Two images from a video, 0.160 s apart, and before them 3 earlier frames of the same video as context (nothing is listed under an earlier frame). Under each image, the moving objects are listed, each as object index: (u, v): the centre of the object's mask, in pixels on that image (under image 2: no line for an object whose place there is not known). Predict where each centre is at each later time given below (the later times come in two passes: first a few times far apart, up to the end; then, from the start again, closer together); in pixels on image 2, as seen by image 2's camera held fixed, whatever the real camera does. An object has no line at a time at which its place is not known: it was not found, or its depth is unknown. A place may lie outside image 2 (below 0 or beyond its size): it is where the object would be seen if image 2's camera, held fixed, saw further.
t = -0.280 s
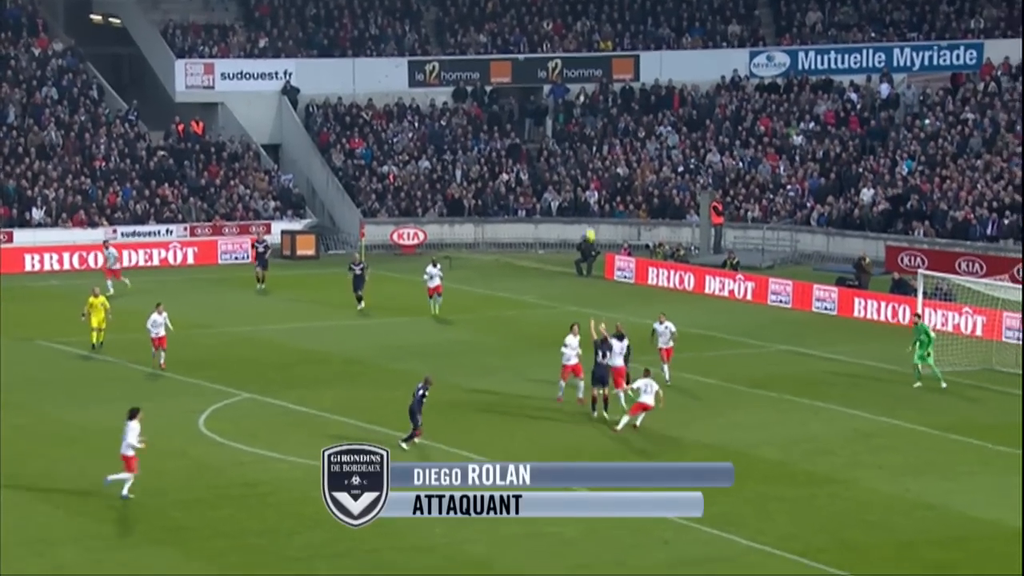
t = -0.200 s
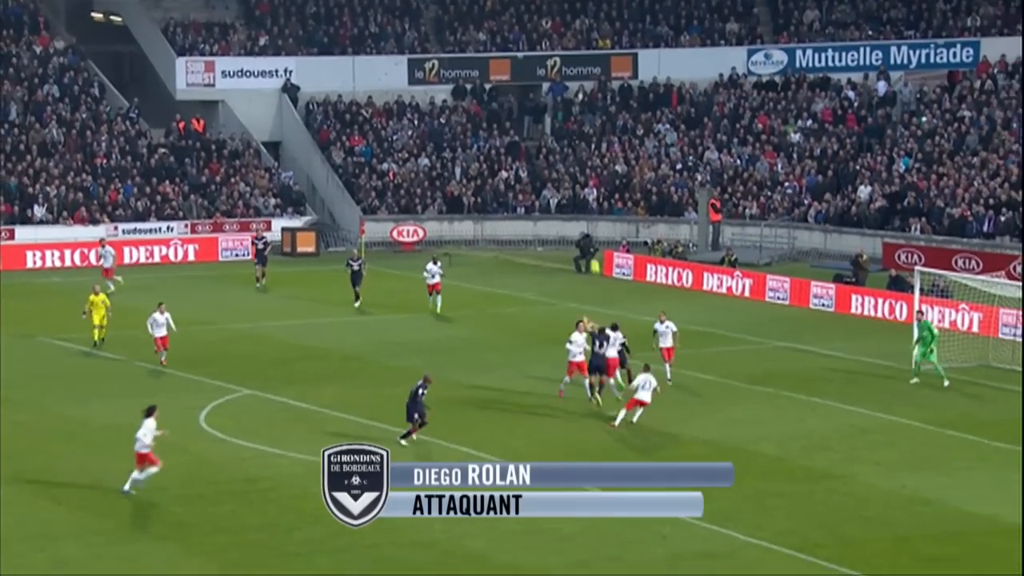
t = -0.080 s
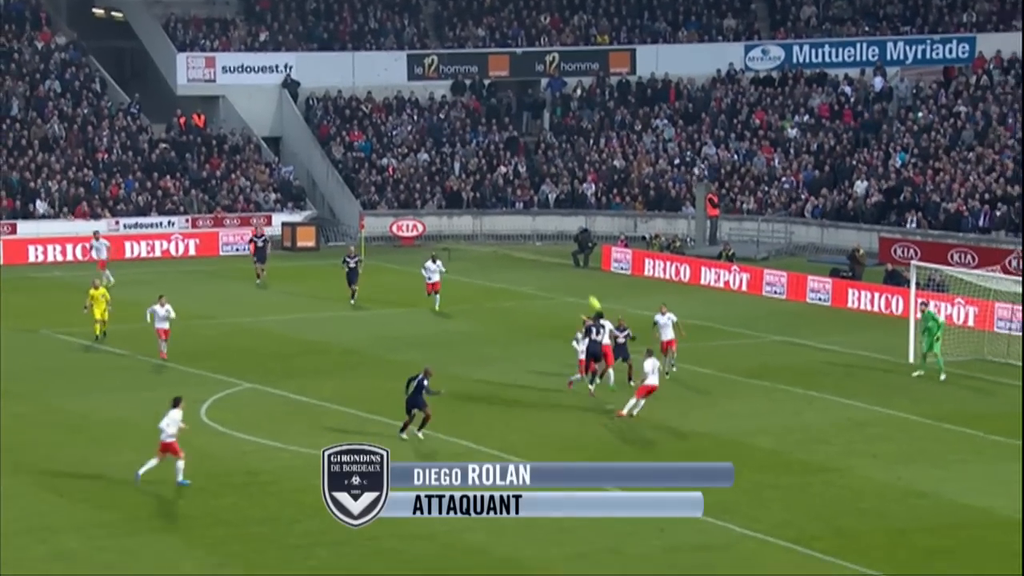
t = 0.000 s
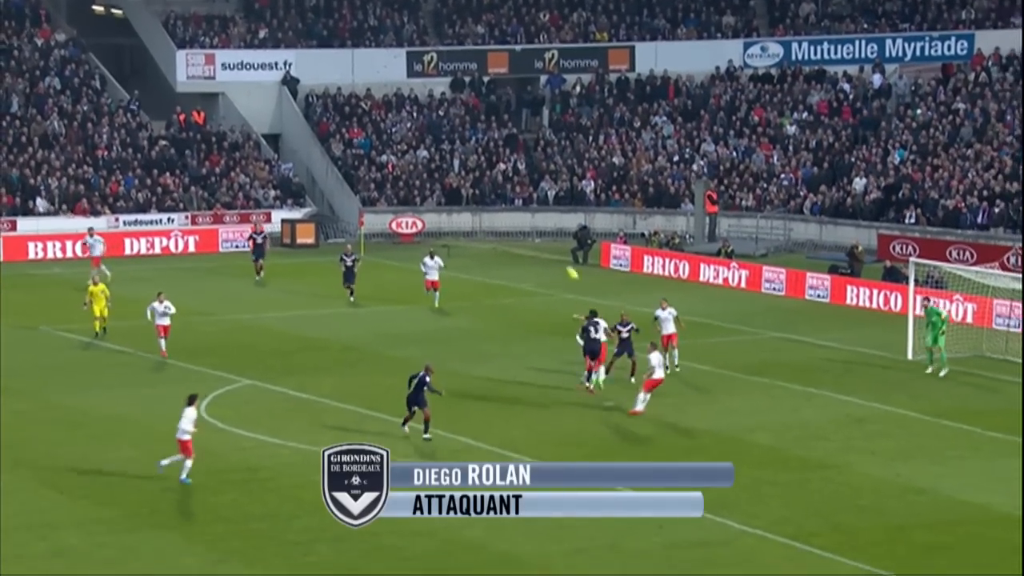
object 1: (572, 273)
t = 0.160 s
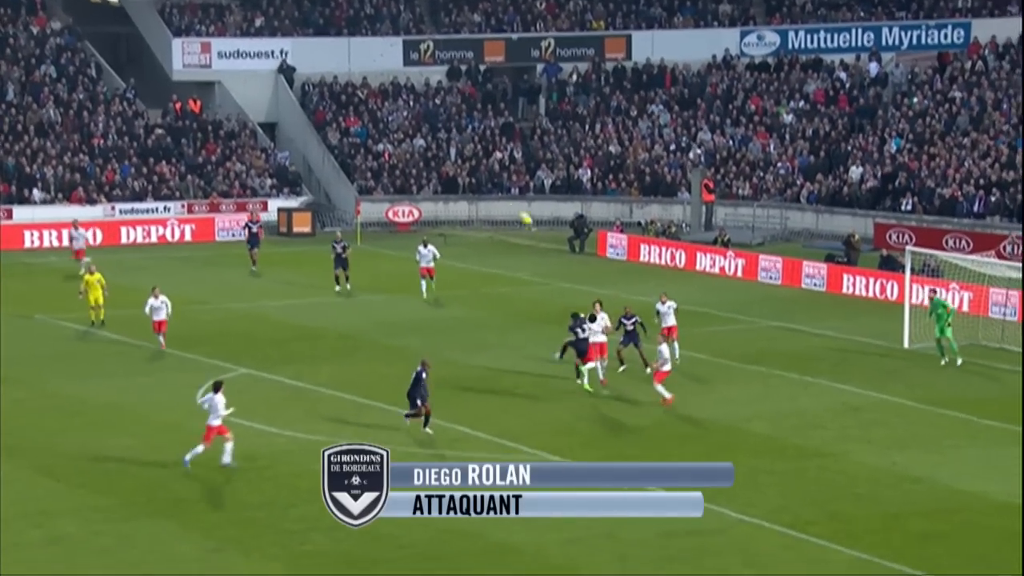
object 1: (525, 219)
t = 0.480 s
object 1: (440, 168)
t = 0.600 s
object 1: (408, 162)
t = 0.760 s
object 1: (367, 166)
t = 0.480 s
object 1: (440, 168)
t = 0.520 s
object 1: (429, 165)
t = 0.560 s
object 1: (419, 163)
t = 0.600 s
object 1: (408, 162)
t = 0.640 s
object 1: (398, 162)
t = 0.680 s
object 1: (387, 162)
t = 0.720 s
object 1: (377, 164)
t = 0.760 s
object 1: (367, 166)
